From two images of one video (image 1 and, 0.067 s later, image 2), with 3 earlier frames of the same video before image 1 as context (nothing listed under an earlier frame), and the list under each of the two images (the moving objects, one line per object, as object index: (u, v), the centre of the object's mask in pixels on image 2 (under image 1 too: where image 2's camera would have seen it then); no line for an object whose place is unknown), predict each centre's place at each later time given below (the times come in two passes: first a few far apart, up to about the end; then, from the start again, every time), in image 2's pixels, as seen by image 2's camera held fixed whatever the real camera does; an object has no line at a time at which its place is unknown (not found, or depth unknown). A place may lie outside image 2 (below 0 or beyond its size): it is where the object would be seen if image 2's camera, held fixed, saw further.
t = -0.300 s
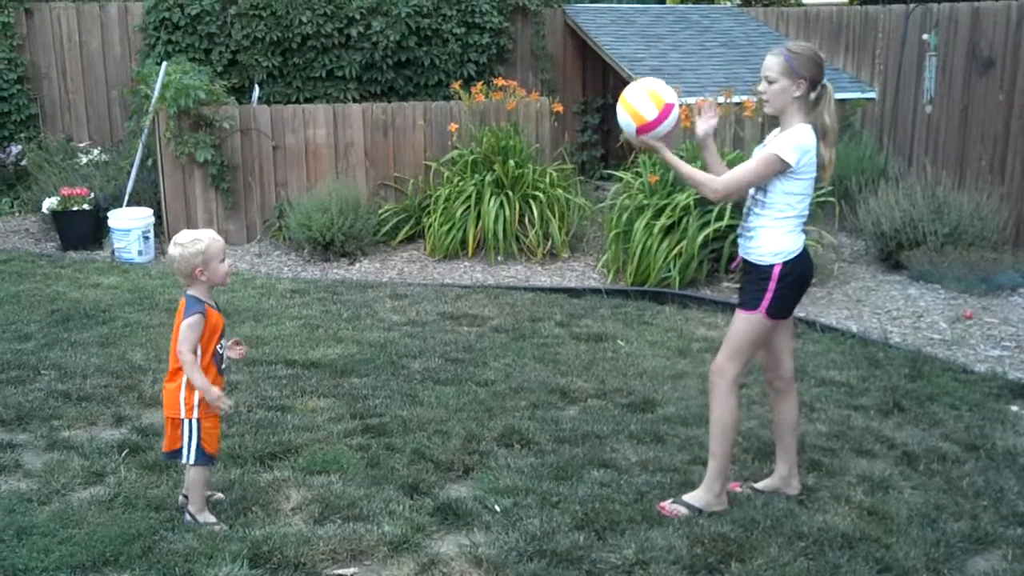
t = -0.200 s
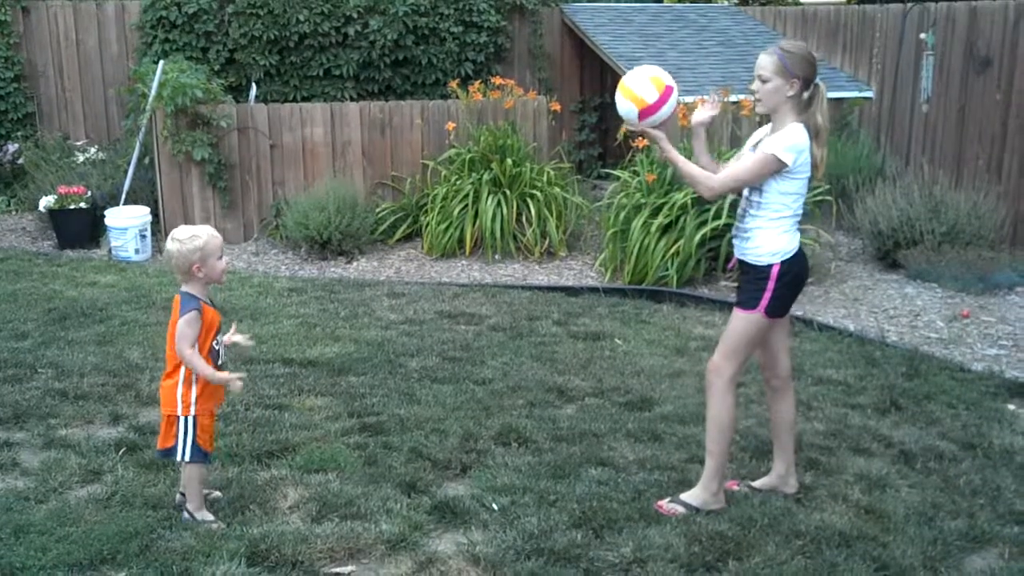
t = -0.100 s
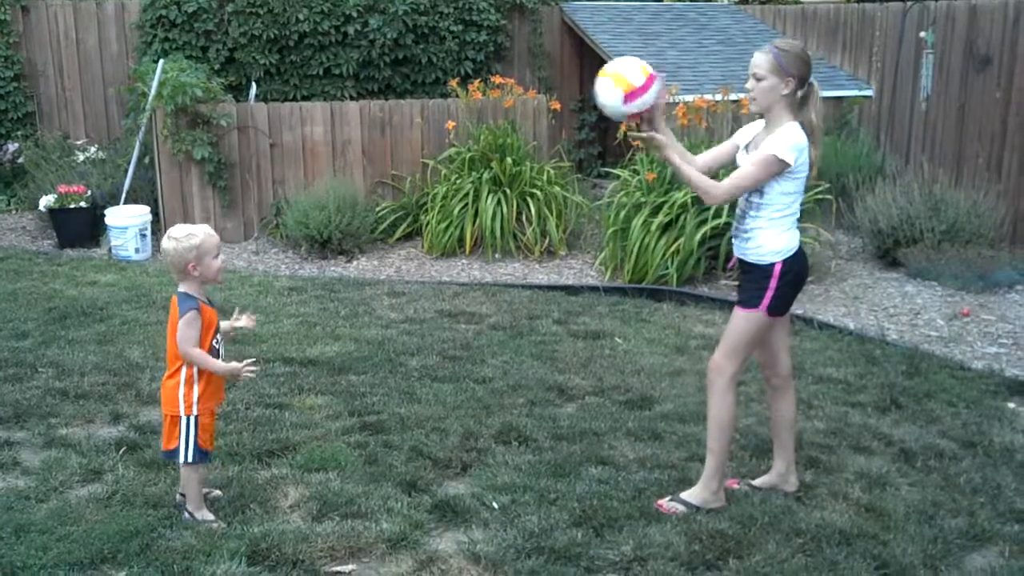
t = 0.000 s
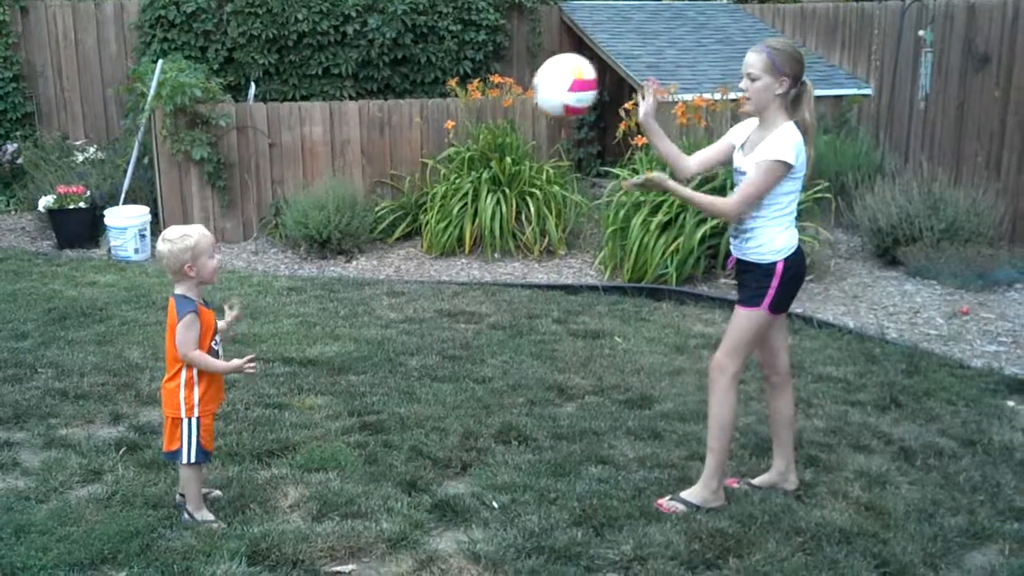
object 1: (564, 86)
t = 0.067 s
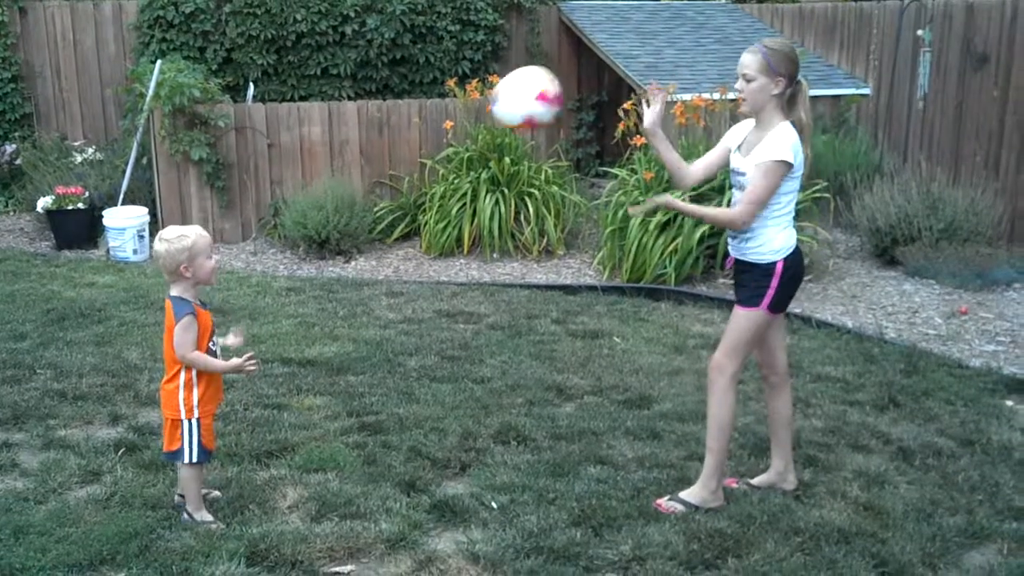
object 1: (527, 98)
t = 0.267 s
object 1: (399, 227)
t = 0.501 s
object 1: (262, 484)
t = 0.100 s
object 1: (507, 111)
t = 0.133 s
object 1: (484, 125)
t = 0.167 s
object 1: (463, 146)
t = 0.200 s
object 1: (442, 170)
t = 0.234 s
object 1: (421, 196)
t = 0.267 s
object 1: (399, 227)
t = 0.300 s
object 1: (378, 262)
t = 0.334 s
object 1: (359, 297)
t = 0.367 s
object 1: (337, 337)
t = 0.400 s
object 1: (314, 389)
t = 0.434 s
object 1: (295, 438)
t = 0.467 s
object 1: (275, 487)
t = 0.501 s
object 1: (262, 484)
